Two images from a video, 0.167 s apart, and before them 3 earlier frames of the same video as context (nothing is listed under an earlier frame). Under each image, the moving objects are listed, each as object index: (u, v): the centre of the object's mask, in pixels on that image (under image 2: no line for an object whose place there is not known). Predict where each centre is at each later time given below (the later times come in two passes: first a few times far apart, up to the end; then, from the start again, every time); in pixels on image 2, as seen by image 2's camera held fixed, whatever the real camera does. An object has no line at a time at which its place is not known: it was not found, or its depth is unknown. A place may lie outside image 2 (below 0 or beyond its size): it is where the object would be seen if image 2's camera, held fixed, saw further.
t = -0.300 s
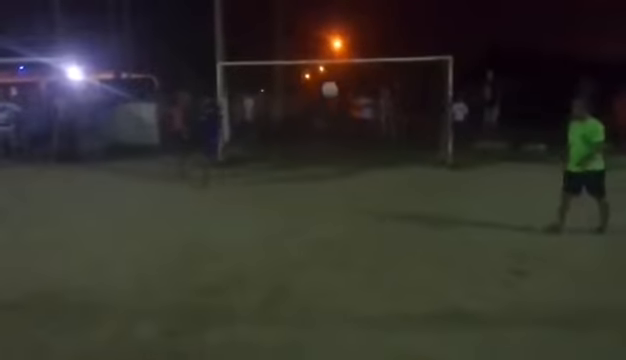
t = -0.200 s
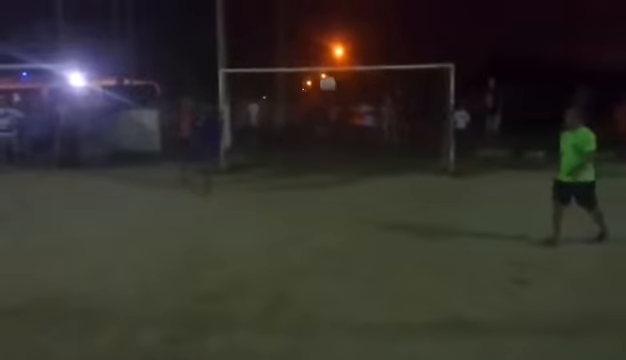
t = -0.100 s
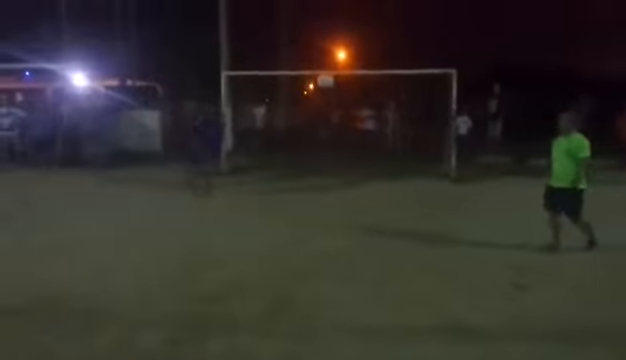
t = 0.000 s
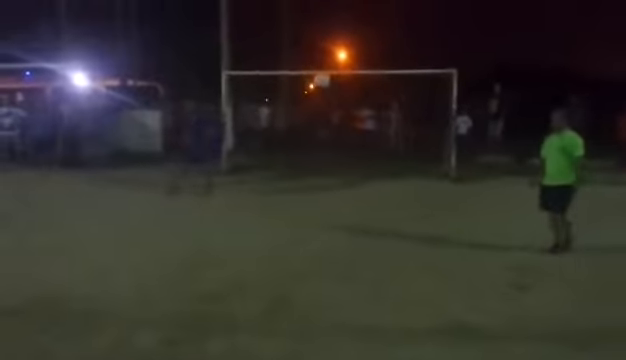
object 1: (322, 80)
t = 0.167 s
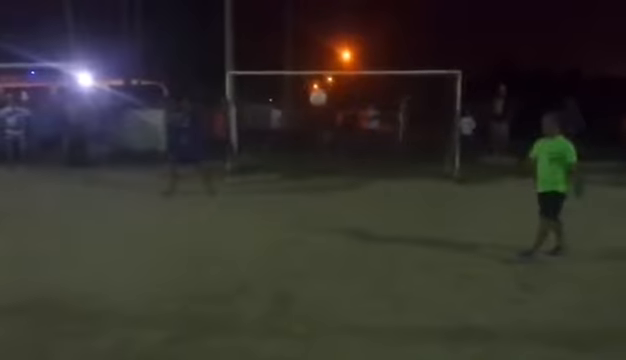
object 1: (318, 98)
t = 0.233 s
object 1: (314, 110)
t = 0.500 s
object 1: (300, 199)
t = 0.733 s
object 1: (292, 179)
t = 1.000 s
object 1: (284, 145)
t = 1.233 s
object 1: (277, 165)
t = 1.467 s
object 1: (269, 249)
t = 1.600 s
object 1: (264, 255)
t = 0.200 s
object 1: (316, 103)
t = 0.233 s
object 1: (314, 110)
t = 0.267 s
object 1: (312, 117)
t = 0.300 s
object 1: (310, 126)
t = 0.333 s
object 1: (308, 137)
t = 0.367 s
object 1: (307, 147)
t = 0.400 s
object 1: (305, 159)
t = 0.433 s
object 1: (303, 171)
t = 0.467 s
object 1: (301, 184)
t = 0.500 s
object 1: (300, 199)
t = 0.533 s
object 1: (298, 215)
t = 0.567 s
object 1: (296, 226)
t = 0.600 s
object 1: (295, 217)
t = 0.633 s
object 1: (294, 205)
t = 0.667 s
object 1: (294, 196)
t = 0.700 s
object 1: (293, 187)
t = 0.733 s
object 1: (292, 179)
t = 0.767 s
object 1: (291, 172)
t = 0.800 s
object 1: (290, 166)
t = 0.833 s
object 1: (289, 161)
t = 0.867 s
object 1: (288, 156)
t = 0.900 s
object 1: (288, 151)
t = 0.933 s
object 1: (286, 148)
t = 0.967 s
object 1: (285, 146)
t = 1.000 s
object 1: (284, 145)
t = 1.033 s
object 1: (283, 144)
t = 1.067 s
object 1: (282, 144)
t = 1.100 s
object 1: (281, 146)
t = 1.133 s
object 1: (280, 150)
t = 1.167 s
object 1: (278, 154)
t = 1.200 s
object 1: (278, 159)
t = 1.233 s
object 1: (277, 165)
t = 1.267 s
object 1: (276, 172)
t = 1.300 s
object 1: (274, 181)
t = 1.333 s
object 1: (272, 192)
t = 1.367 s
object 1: (272, 203)
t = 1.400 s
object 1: (268, 217)
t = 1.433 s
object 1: (265, 231)
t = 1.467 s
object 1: (269, 249)
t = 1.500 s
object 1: (268, 267)
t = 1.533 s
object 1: (268, 273)
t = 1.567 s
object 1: (266, 264)
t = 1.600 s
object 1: (264, 255)
